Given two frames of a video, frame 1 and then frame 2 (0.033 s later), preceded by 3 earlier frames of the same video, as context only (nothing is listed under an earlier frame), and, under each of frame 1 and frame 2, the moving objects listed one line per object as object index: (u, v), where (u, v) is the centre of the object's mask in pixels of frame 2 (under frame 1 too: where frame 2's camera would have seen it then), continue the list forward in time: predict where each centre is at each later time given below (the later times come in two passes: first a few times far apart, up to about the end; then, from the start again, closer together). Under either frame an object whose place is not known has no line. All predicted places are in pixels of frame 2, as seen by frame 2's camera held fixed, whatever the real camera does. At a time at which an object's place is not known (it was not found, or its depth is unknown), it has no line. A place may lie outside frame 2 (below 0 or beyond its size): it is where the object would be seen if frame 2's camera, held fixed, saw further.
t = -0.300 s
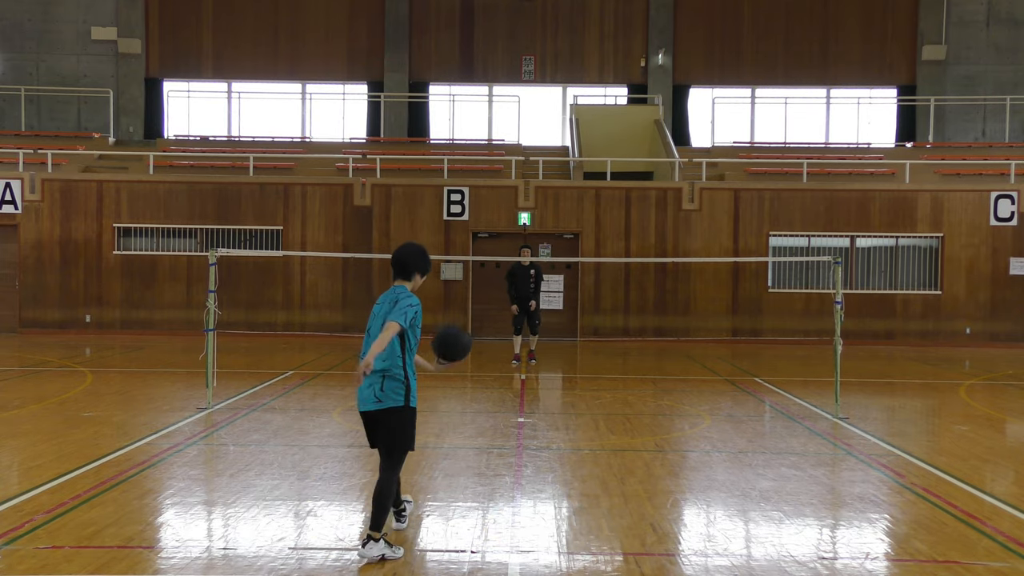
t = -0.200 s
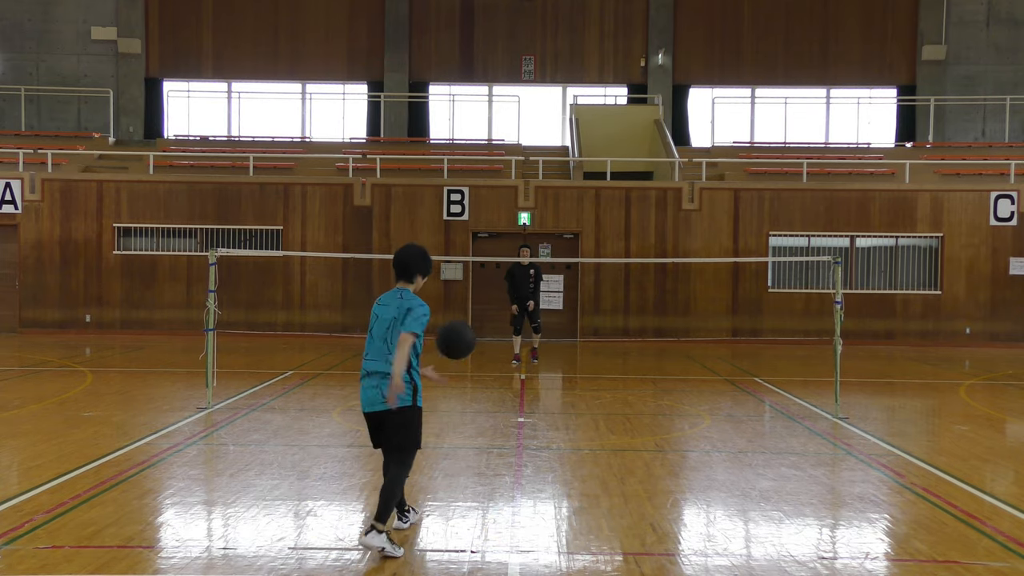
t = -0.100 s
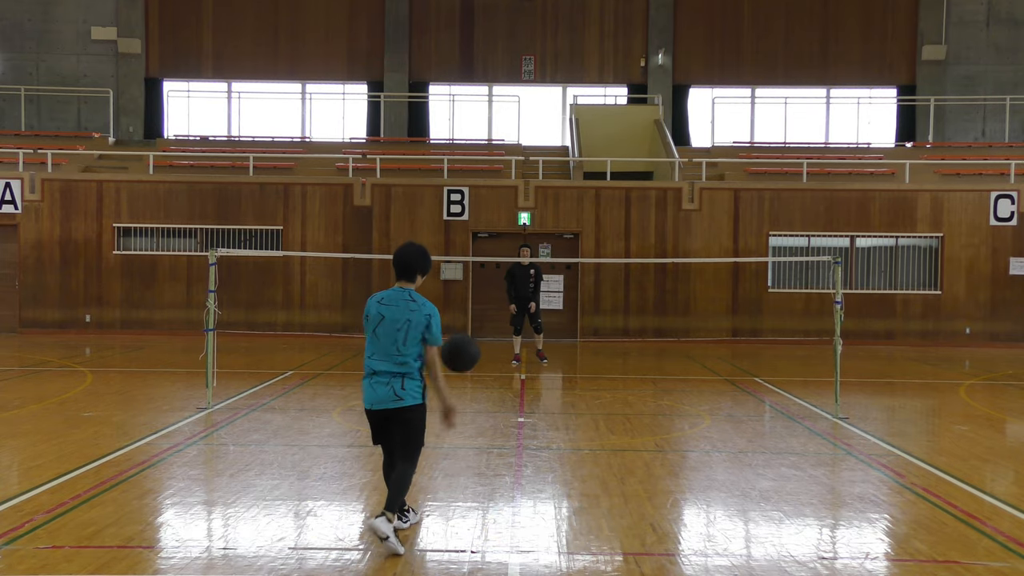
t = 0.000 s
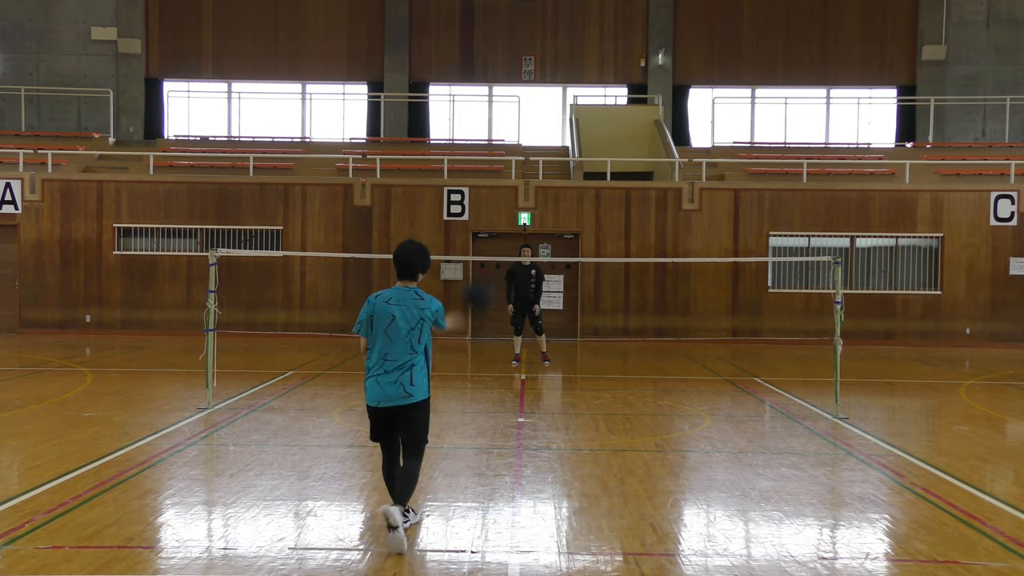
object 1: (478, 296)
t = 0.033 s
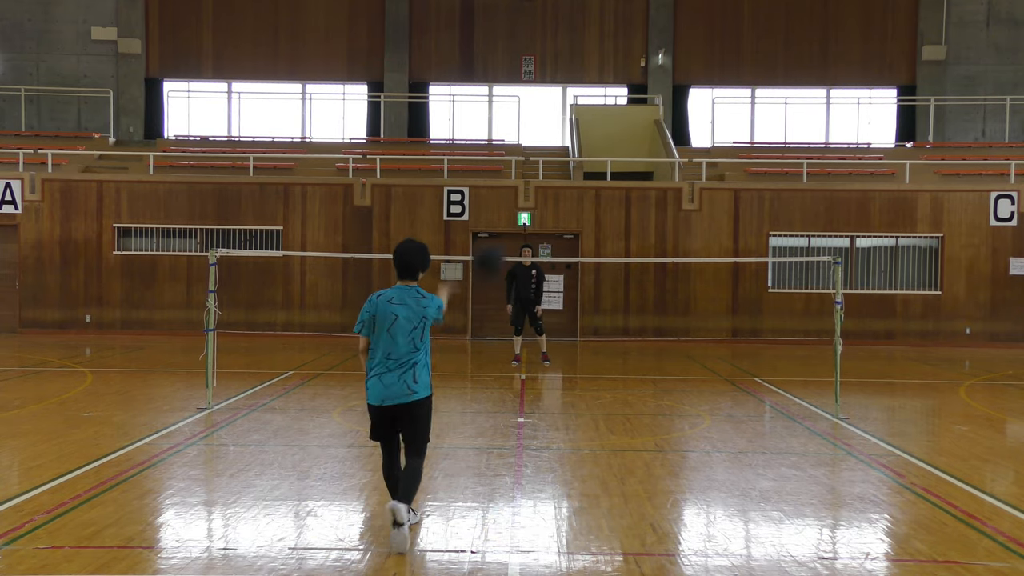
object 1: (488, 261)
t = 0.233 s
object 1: (541, 145)
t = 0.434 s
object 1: (572, 108)
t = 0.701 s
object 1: (593, 121)
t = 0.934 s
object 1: (605, 169)
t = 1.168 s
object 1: (611, 242)
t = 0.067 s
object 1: (498, 230)
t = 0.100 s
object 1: (509, 206)
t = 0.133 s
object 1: (519, 186)
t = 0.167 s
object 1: (526, 171)
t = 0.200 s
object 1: (534, 157)
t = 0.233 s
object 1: (541, 145)
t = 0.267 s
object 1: (547, 134)
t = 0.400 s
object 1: (568, 111)
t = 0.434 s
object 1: (572, 108)
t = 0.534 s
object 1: (581, 108)
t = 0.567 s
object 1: (583, 109)
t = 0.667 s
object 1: (590, 117)
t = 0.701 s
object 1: (593, 121)
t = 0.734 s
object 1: (595, 126)
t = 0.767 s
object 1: (598, 131)
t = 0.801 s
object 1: (599, 138)
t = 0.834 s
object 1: (601, 145)
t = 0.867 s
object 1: (603, 152)
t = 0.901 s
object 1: (604, 160)
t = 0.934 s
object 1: (605, 169)
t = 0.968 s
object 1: (606, 178)
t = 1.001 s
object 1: (607, 188)
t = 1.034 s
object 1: (608, 198)
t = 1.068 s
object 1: (608, 209)
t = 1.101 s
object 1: (609, 219)
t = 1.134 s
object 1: (610, 231)
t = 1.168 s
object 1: (611, 242)
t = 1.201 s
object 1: (611, 252)
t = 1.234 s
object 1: (611, 268)
